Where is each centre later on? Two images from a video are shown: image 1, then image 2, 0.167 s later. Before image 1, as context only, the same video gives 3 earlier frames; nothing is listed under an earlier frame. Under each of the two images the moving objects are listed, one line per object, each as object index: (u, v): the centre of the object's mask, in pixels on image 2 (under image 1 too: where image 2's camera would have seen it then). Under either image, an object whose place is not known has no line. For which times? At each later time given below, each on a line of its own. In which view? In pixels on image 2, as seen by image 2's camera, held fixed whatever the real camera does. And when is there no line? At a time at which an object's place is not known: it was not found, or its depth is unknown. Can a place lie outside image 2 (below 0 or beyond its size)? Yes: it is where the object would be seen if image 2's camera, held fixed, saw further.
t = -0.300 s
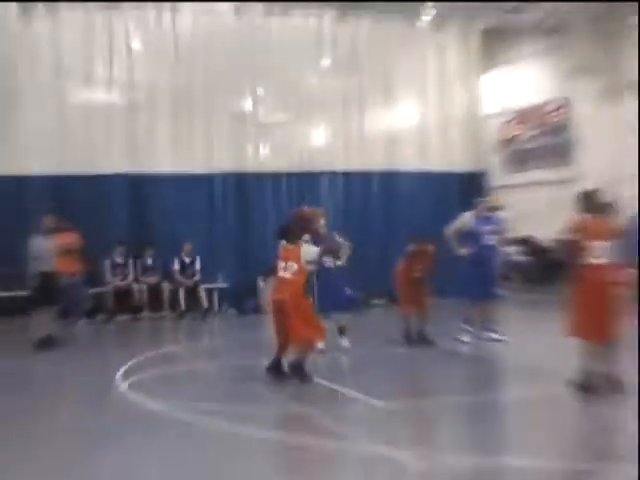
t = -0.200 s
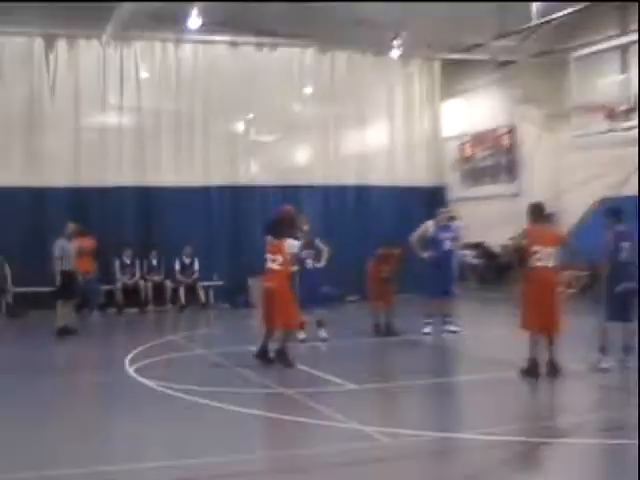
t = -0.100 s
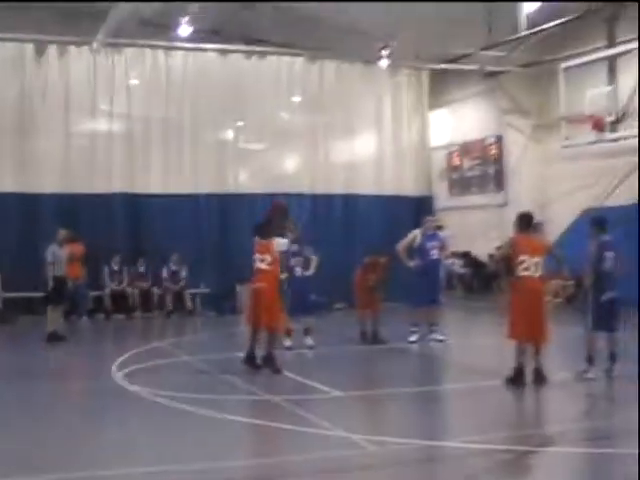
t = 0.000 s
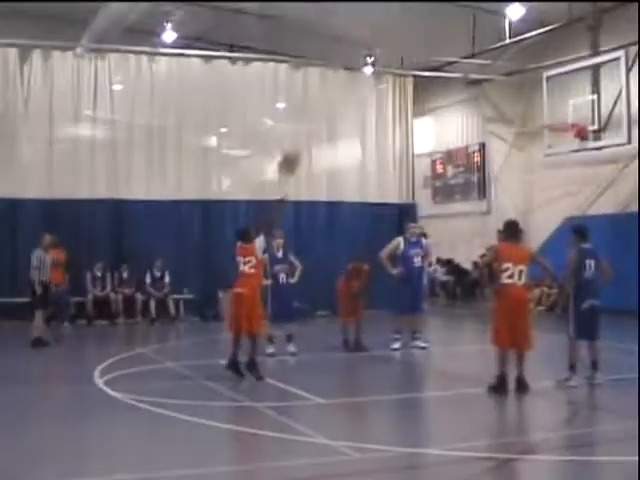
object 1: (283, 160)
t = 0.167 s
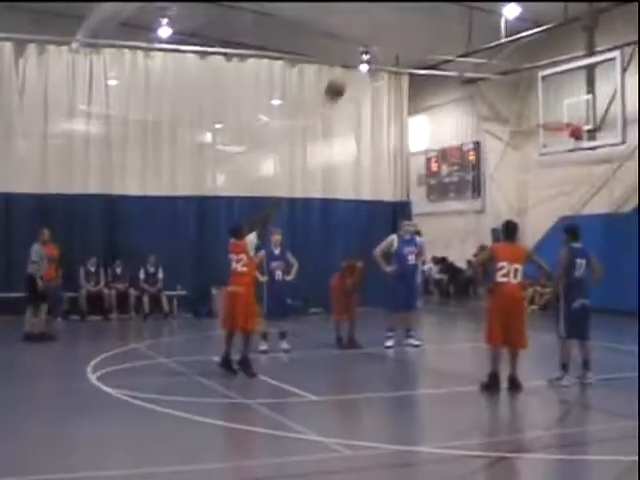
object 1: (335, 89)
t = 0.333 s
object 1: (387, 50)
